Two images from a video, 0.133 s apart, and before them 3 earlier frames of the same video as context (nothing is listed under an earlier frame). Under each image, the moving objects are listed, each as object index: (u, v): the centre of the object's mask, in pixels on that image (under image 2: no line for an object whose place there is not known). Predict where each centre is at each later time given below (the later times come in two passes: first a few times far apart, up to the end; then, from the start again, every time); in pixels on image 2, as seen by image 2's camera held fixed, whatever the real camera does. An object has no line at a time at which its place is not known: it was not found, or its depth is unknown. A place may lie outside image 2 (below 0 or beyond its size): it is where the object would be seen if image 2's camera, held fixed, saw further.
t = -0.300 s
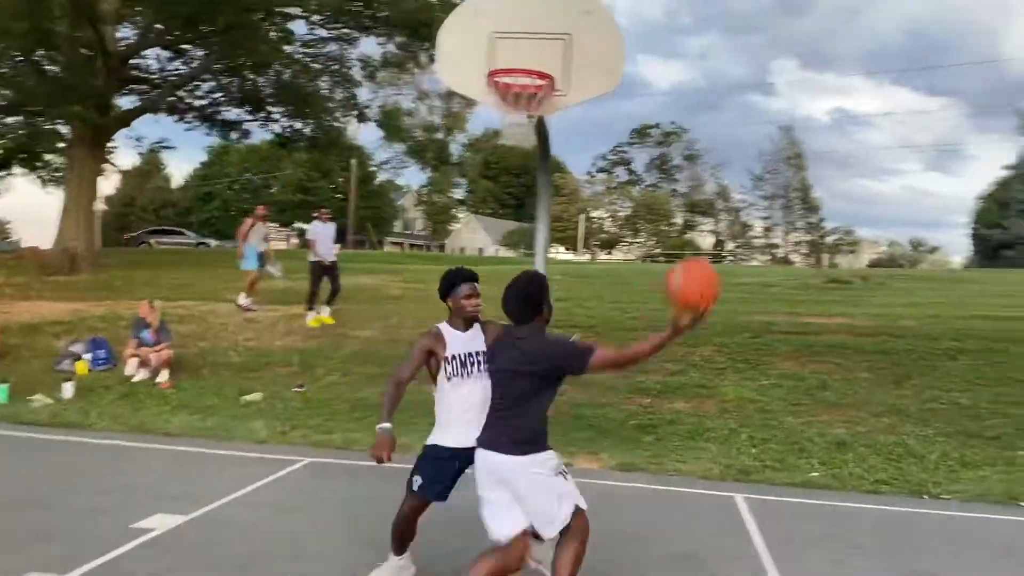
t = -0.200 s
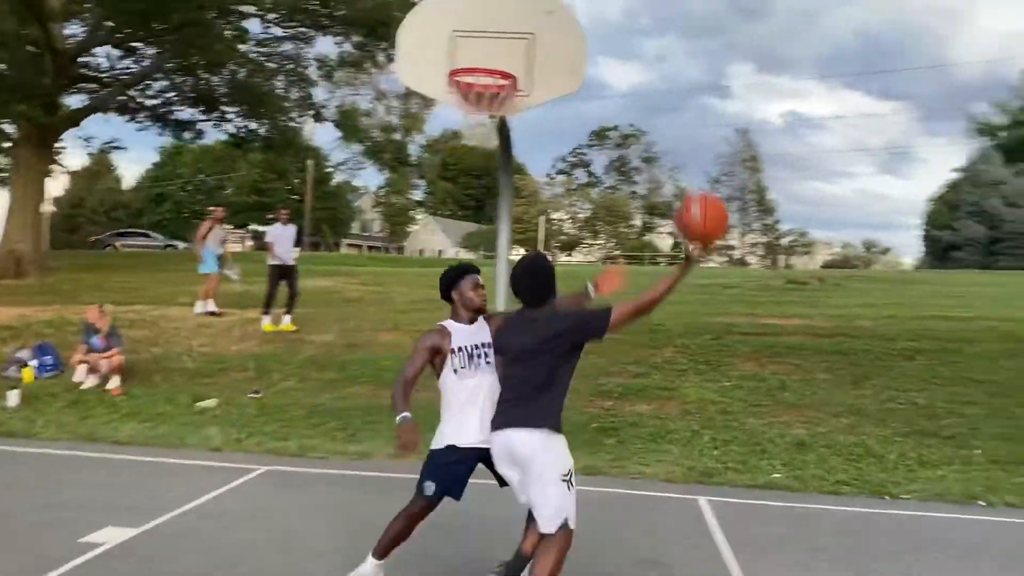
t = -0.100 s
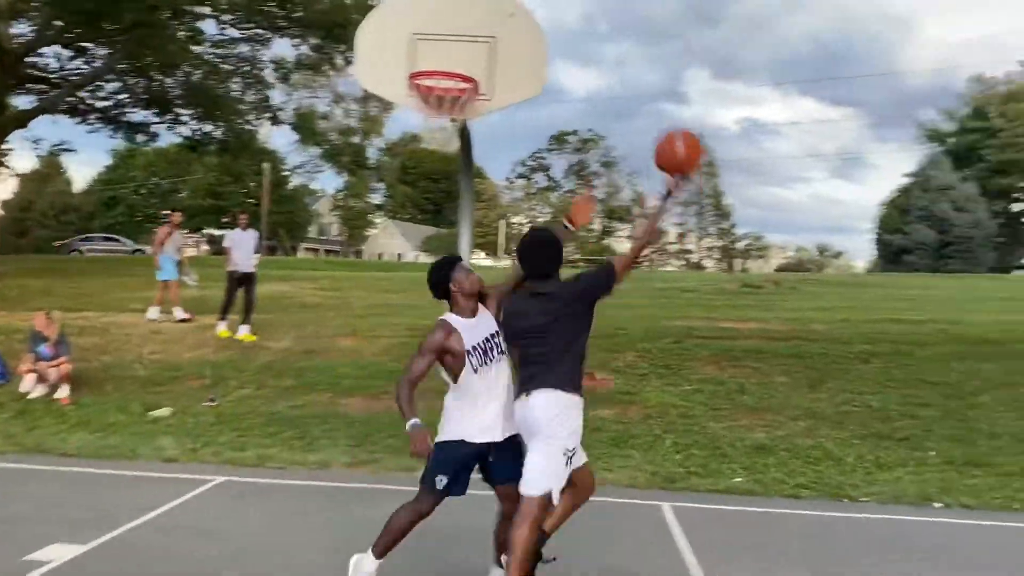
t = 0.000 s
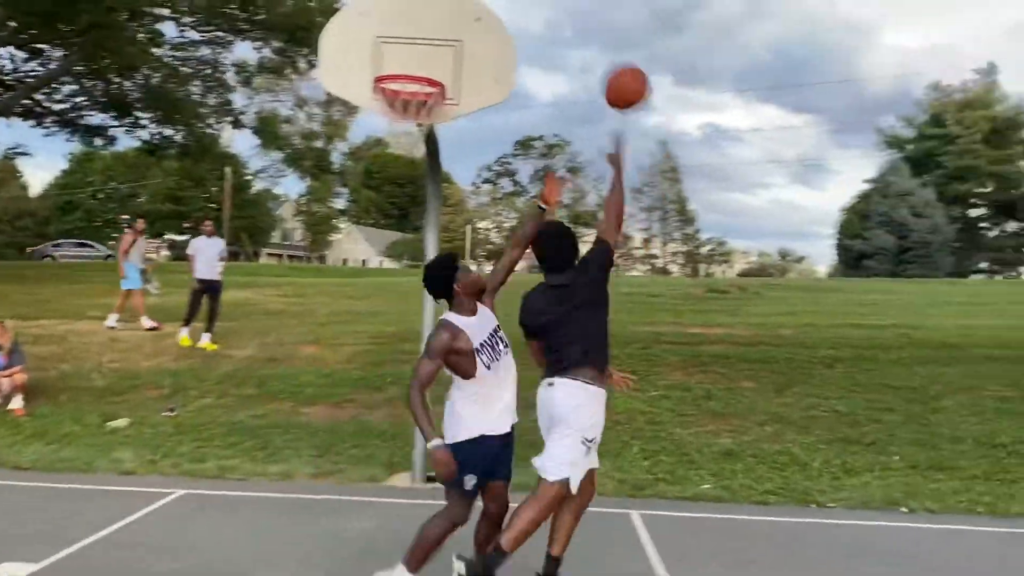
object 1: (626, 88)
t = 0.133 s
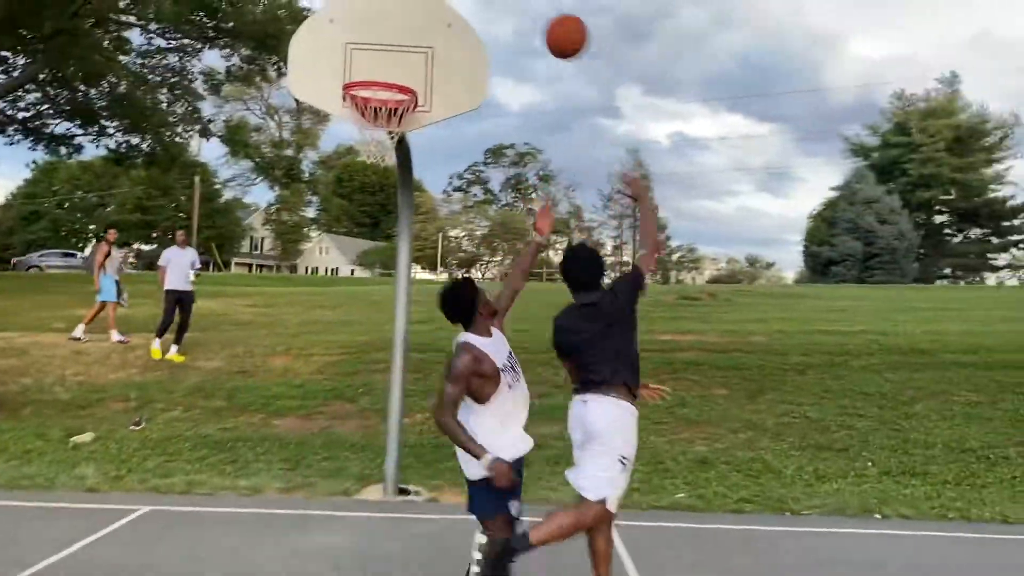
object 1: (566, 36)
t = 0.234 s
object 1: (542, 17)
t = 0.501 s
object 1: (484, 47)
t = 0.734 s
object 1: (454, 114)
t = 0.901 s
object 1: (436, 198)
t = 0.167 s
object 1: (558, 28)
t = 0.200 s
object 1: (550, 21)
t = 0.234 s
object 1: (542, 17)
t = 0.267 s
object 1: (534, 15)
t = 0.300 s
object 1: (527, 14)
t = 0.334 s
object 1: (519, 15)
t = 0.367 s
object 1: (512, 19)
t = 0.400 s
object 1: (505, 23)
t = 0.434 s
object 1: (498, 30)
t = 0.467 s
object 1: (491, 38)
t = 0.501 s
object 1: (484, 47)
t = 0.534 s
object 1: (478, 58)
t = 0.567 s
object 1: (471, 70)
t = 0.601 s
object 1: (466, 81)
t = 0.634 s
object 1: (463, 87)
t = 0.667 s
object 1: (461, 94)
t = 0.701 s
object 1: (457, 103)
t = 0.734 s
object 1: (454, 114)
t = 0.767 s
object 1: (450, 127)
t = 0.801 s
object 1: (447, 142)
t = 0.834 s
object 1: (443, 158)
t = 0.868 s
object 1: (439, 177)
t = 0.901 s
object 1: (436, 198)
